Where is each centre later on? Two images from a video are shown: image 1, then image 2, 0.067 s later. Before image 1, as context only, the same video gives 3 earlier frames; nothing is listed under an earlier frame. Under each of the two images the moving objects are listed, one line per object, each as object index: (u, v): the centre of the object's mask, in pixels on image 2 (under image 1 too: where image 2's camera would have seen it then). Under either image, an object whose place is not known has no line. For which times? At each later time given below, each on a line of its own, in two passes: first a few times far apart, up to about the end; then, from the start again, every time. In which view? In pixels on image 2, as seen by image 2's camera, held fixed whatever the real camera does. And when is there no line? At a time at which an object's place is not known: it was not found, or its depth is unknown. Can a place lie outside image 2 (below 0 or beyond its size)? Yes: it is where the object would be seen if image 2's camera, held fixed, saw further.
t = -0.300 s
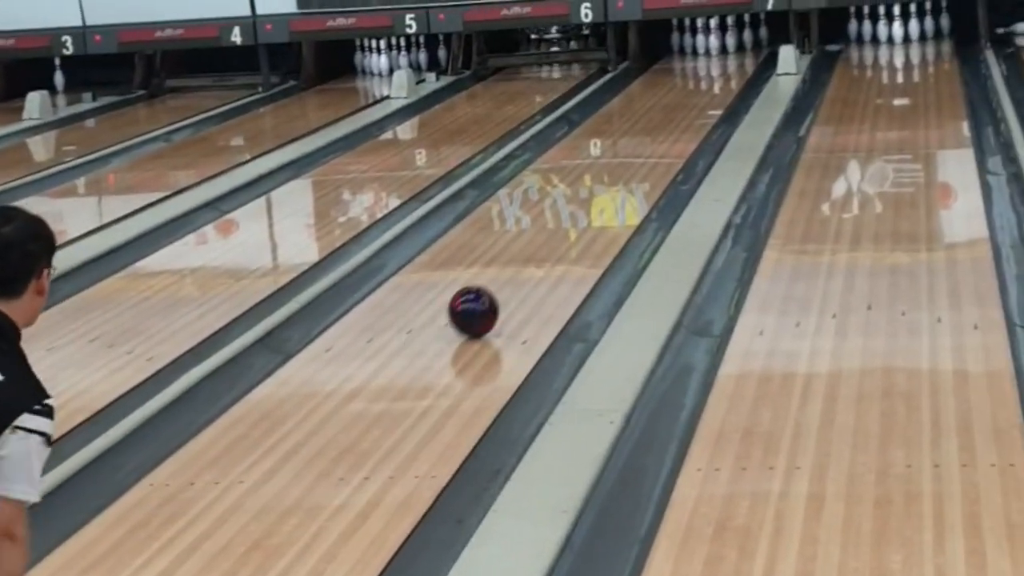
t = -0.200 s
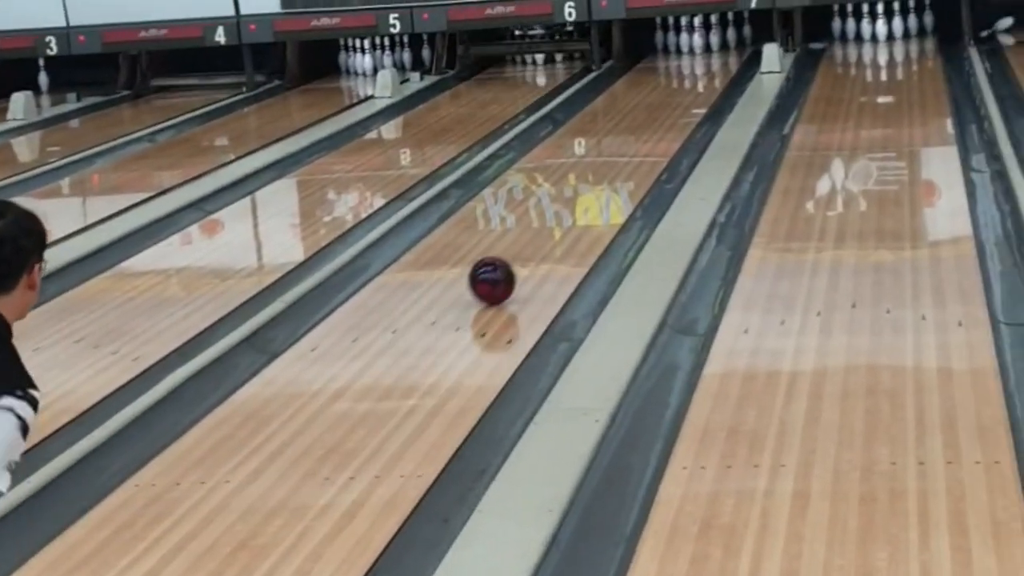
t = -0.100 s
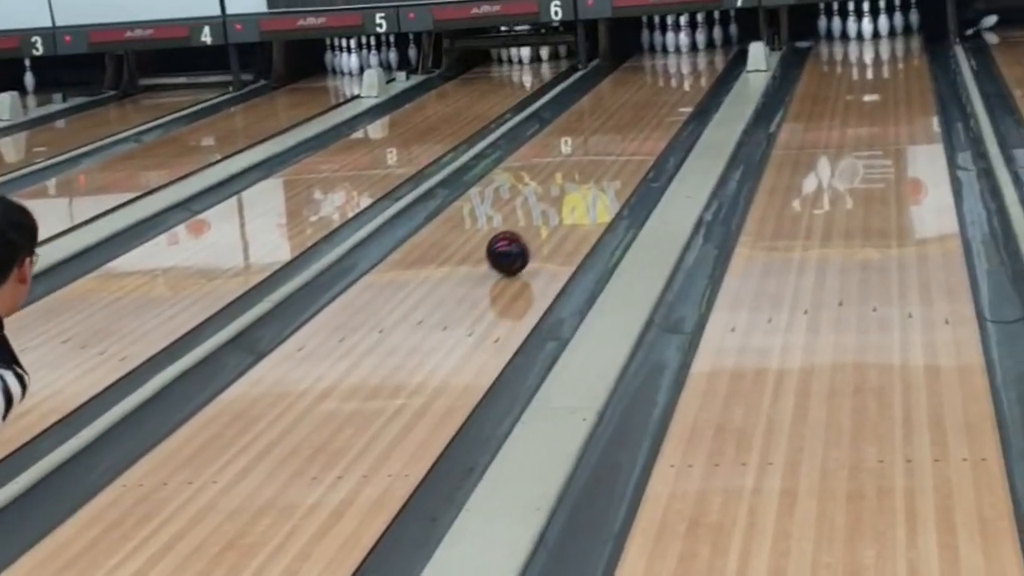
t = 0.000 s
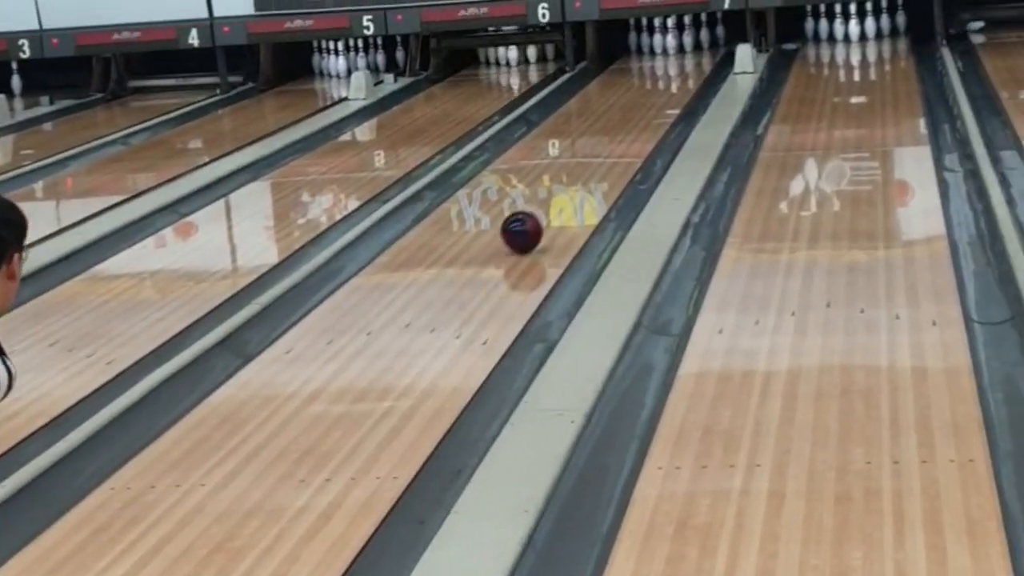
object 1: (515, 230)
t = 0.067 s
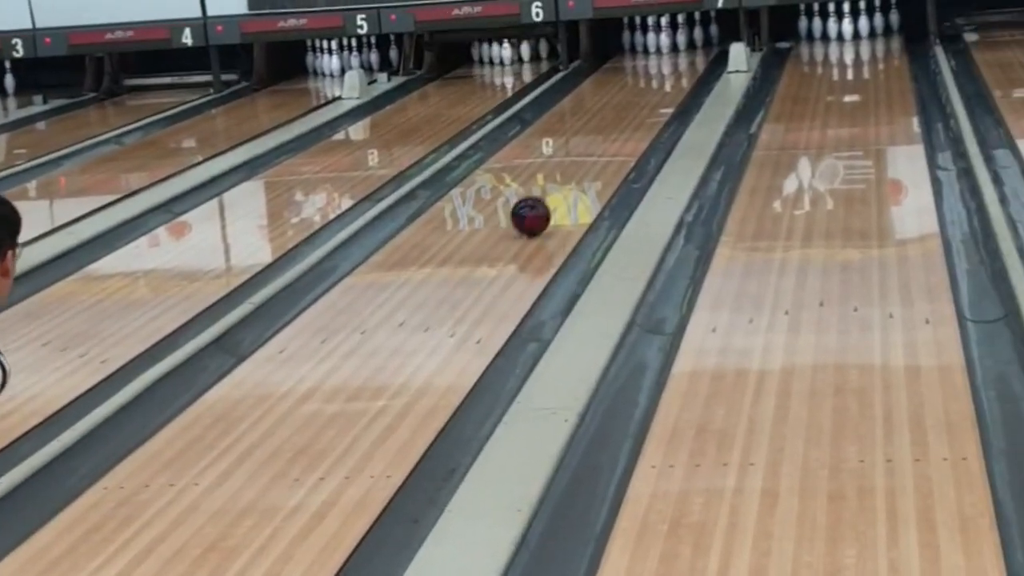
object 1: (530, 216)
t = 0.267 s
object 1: (570, 179)
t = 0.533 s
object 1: (611, 140)
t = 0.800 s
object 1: (641, 111)
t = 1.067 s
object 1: (662, 86)
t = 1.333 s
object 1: (675, 69)
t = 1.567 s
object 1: (677, 55)
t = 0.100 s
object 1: (537, 210)
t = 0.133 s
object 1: (544, 203)
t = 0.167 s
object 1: (551, 197)
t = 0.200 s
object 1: (558, 190)
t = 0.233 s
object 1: (564, 185)
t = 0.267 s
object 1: (570, 179)
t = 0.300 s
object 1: (576, 174)
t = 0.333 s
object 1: (581, 168)
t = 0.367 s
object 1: (586, 164)
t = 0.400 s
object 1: (592, 159)
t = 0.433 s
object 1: (597, 154)
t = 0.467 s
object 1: (602, 149)
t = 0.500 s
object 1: (607, 144)
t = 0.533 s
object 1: (611, 140)
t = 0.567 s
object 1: (615, 136)
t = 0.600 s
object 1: (619, 132)
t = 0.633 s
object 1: (623, 129)
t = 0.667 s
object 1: (627, 125)
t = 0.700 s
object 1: (631, 121)
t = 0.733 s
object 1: (635, 117)
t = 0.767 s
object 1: (638, 114)
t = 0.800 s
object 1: (641, 111)
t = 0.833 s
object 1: (644, 107)
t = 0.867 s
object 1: (647, 105)
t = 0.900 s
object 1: (650, 102)
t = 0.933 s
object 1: (654, 98)
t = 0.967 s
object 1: (656, 95)
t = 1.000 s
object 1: (659, 92)
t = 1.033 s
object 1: (661, 89)
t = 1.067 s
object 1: (662, 86)
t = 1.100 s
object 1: (664, 84)
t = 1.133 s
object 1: (667, 82)
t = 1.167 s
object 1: (669, 80)
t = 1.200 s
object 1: (671, 77)
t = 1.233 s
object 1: (673, 74)
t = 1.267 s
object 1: (674, 72)
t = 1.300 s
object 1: (673, 70)
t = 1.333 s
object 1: (675, 69)
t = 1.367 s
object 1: (676, 66)
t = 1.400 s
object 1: (677, 64)
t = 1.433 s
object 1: (676, 61)
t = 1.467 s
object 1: (674, 63)
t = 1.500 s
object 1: (677, 60)
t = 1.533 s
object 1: (678, 57)
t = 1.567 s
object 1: (677, 55)
